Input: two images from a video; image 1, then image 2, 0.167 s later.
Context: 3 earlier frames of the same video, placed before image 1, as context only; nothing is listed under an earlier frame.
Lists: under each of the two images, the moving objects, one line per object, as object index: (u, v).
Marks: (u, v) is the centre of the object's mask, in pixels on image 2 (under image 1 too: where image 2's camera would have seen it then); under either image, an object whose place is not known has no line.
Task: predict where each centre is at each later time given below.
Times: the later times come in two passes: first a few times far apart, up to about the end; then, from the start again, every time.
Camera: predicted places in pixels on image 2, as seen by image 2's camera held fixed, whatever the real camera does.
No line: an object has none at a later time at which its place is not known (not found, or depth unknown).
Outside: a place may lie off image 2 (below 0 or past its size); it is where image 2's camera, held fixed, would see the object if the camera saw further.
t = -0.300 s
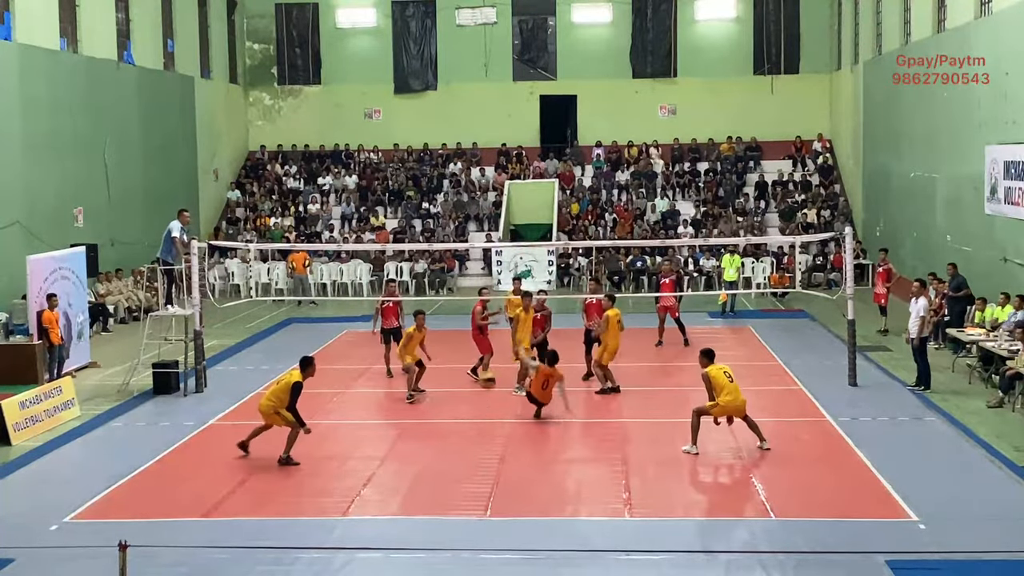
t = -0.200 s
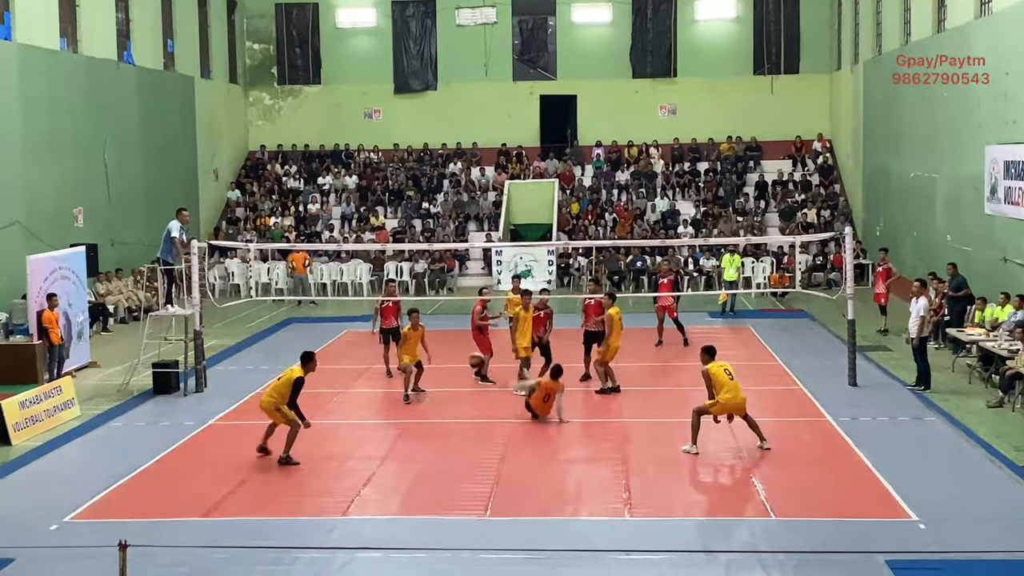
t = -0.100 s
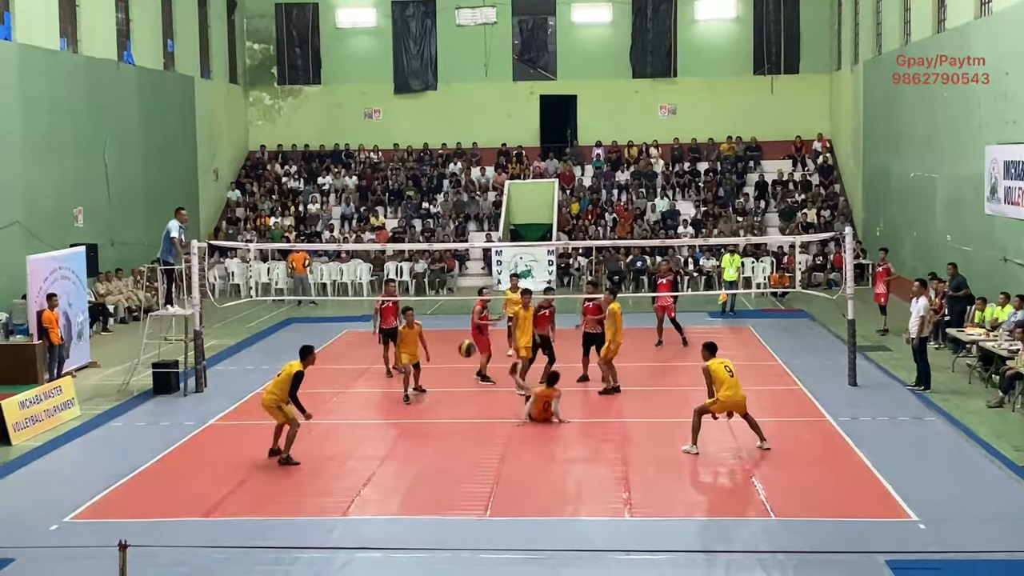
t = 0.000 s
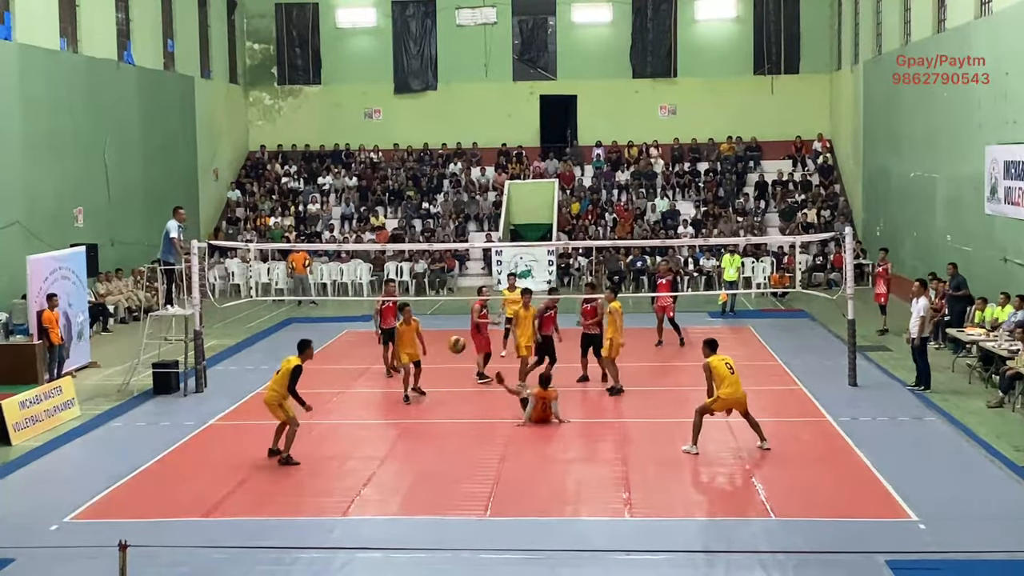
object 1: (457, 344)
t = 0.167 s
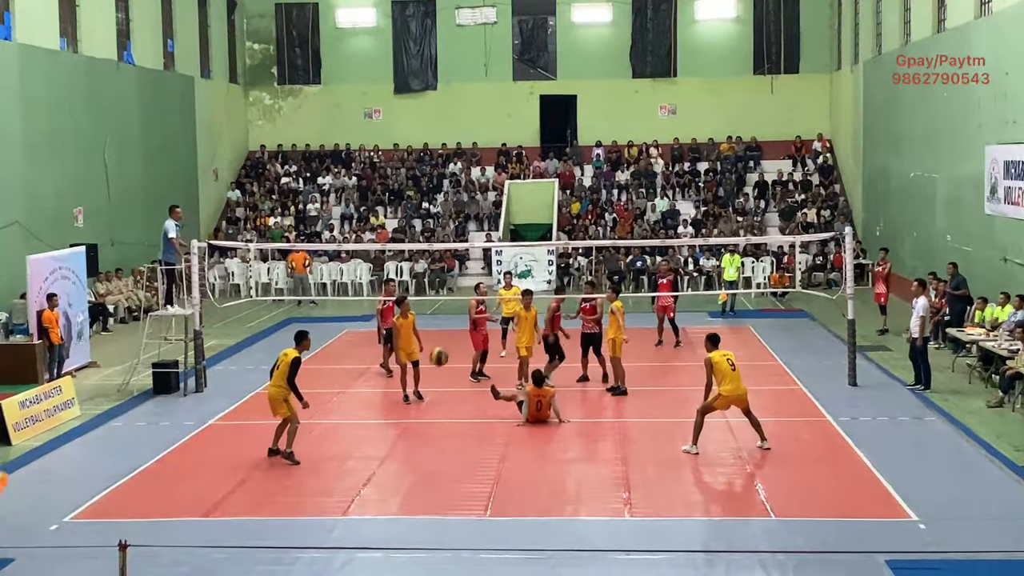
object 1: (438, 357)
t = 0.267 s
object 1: (428, 377)
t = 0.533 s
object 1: (398, 483)
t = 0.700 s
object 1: (376, 507)
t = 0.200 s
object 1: (435, 363)
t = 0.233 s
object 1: (432, 369)
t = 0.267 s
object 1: (428, 377)
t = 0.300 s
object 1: (425, 386)
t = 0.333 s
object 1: (421, 397)
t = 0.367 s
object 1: (417, 407)
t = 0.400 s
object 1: (413, 420)
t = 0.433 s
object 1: (410, 435)
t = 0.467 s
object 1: (406, 449)
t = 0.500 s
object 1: (402, 467)
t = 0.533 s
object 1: (398, 483)
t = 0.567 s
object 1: (394, 501)
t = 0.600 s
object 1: (390, 522)
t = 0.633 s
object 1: (386, 528)
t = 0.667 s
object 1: (381, 518)
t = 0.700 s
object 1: (376, 507)
